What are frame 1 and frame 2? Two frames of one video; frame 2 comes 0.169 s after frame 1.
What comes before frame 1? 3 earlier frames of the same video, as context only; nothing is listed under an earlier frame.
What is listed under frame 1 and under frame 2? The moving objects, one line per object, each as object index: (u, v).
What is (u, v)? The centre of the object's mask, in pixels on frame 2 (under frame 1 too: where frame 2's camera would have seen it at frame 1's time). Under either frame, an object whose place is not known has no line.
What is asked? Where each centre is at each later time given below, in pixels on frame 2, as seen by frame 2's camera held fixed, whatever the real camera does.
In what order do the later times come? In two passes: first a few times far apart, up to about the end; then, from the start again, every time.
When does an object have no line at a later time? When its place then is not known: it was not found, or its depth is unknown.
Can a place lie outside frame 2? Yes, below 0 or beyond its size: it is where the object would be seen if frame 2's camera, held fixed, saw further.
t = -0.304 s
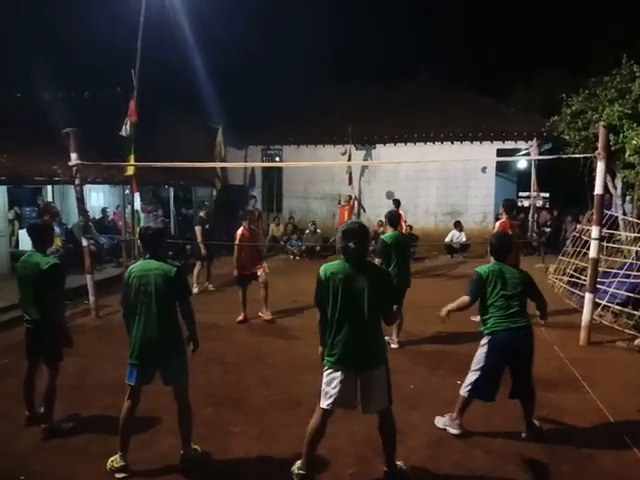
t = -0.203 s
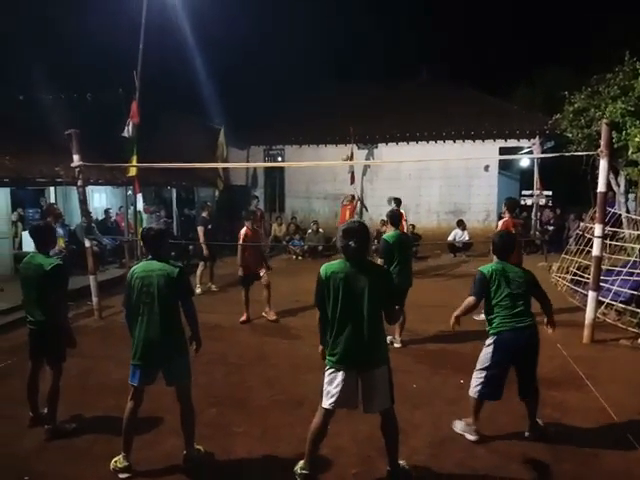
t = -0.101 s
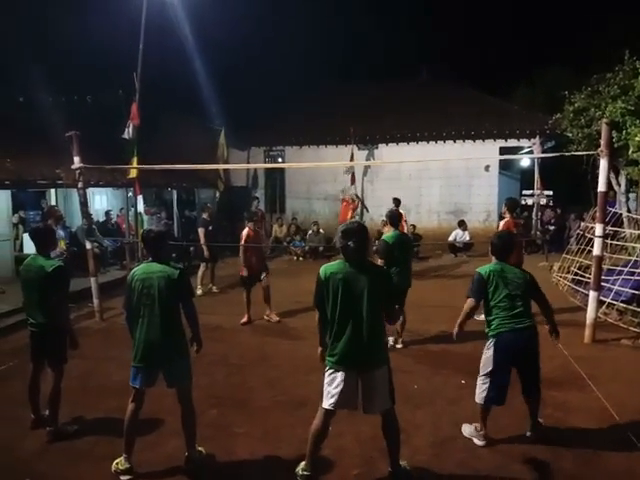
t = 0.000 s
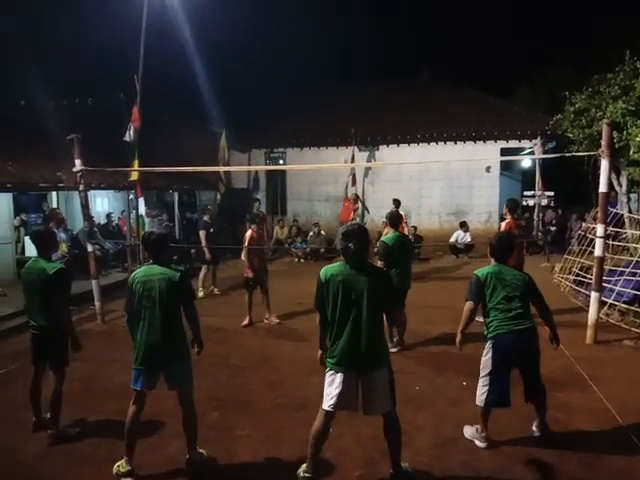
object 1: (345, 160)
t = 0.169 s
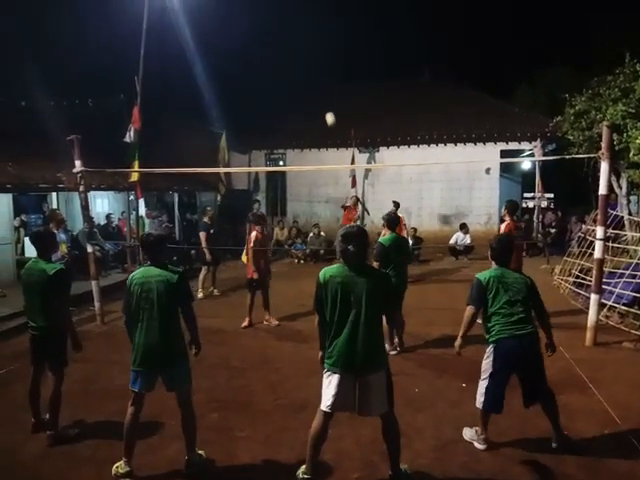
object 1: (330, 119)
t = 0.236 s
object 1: (323, 103)
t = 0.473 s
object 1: (290, 52)
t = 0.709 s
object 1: (232, 28)
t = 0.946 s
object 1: (107, 71)
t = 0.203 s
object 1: (327, 111)
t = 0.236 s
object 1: (323, 103)
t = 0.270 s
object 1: (320, 95)
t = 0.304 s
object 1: (316, 87)
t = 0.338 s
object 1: (312, 80)
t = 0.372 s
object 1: (307, 72)
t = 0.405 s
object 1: (302, 65)
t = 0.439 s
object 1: (297, 59)
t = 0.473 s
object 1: (290, 52)
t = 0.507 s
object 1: (284, 47)
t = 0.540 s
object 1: (277, 42)
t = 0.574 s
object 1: (269, 37)
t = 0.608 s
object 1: (261, 34)
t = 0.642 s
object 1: (252, 31)
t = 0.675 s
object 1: (242, 29)
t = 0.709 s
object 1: (232, 28)
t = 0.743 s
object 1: (218, 28)
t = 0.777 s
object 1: (206, 29)
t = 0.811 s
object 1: (190, 32)
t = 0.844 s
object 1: (173, 38)
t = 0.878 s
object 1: (154, 44)
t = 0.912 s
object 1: (131, 57)
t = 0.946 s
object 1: (107, 71)
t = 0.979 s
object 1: (79, 90)
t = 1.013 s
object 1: (52, 111)
